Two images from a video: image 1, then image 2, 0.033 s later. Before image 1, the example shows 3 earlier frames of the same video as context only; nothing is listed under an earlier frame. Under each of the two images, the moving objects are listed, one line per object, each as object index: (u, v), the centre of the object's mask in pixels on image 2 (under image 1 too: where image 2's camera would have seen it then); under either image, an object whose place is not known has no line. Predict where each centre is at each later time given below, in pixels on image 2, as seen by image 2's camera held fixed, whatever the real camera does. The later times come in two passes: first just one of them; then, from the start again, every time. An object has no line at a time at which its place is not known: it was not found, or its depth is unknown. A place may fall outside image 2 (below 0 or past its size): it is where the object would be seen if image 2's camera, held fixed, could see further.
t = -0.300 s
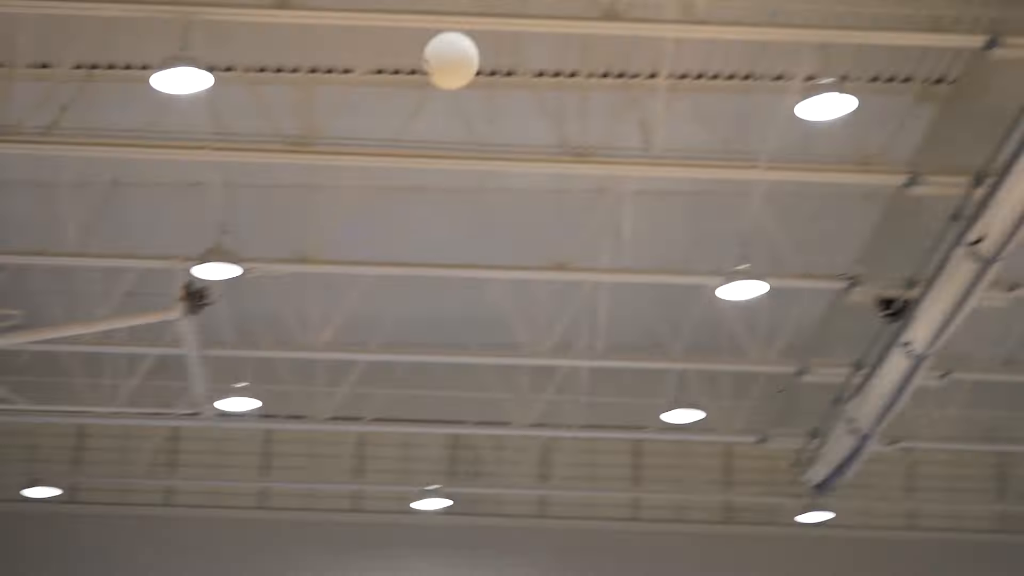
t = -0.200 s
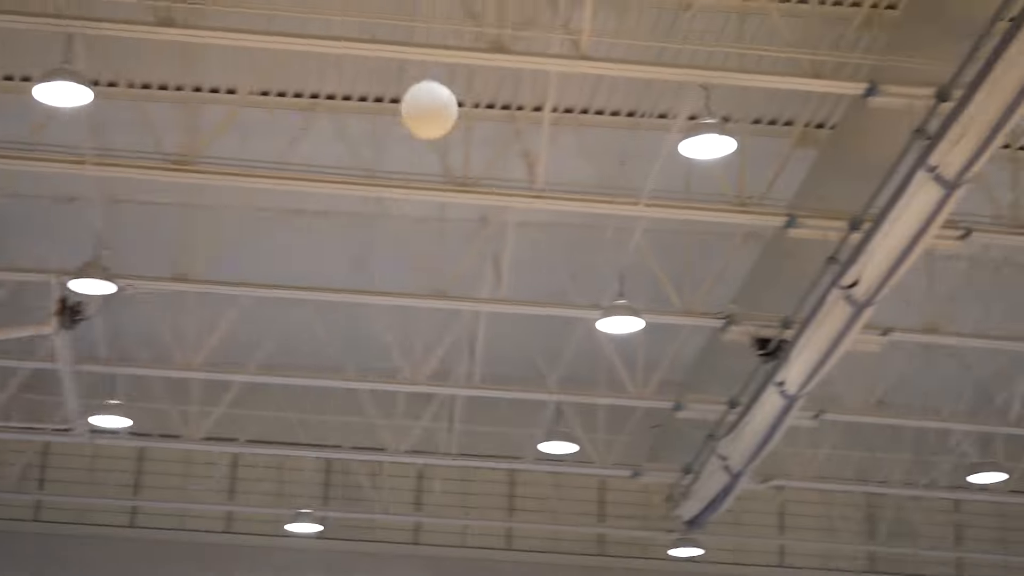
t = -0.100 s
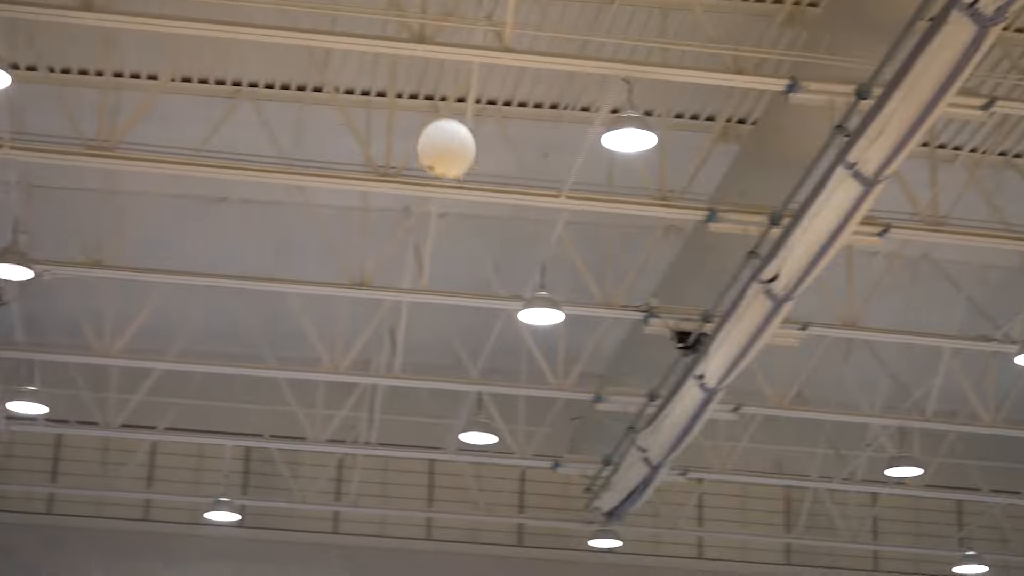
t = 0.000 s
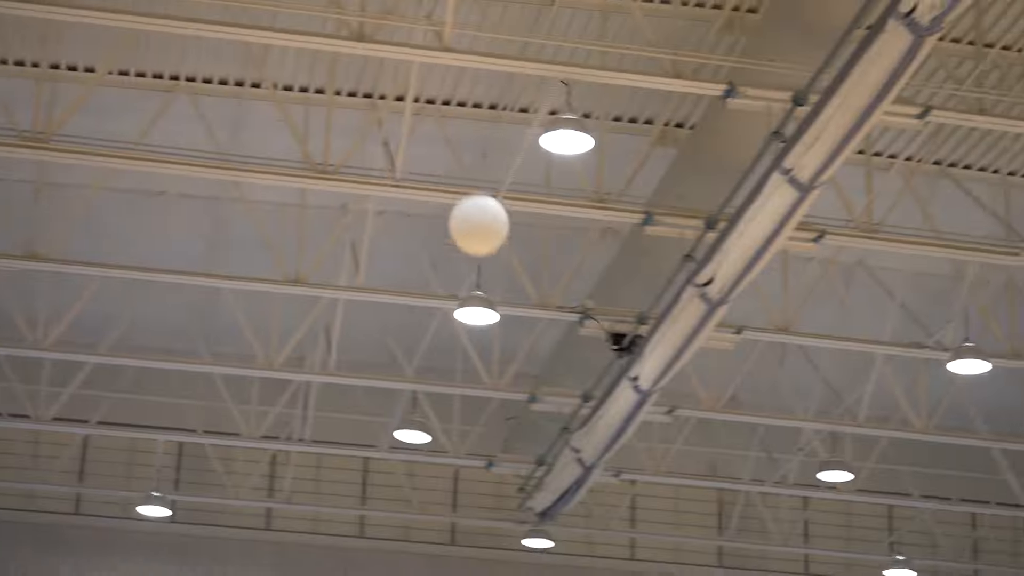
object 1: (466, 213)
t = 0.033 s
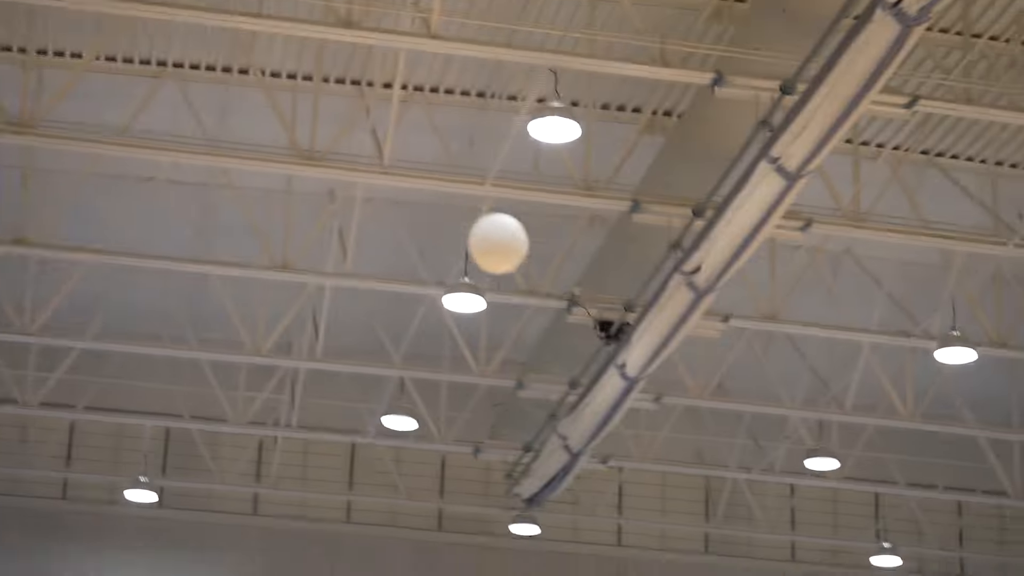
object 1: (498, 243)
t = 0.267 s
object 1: (732, 558)
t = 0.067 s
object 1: (531, 278)
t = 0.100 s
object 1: (563, 314)
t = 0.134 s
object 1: (596, 354)
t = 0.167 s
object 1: (630, 399)
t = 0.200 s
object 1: (663, 449)
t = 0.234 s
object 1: (698, 502)
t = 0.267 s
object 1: (732, 558)
